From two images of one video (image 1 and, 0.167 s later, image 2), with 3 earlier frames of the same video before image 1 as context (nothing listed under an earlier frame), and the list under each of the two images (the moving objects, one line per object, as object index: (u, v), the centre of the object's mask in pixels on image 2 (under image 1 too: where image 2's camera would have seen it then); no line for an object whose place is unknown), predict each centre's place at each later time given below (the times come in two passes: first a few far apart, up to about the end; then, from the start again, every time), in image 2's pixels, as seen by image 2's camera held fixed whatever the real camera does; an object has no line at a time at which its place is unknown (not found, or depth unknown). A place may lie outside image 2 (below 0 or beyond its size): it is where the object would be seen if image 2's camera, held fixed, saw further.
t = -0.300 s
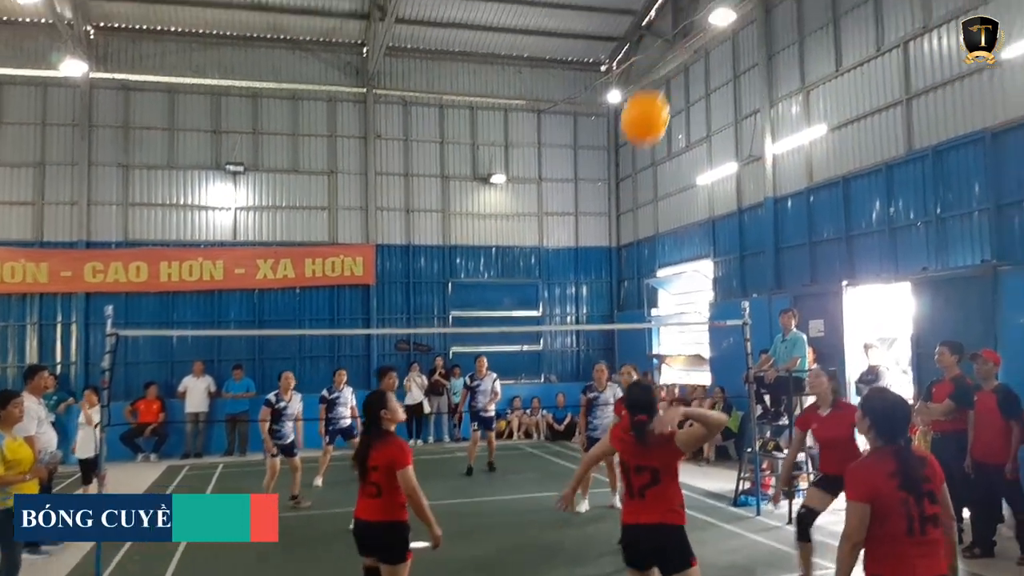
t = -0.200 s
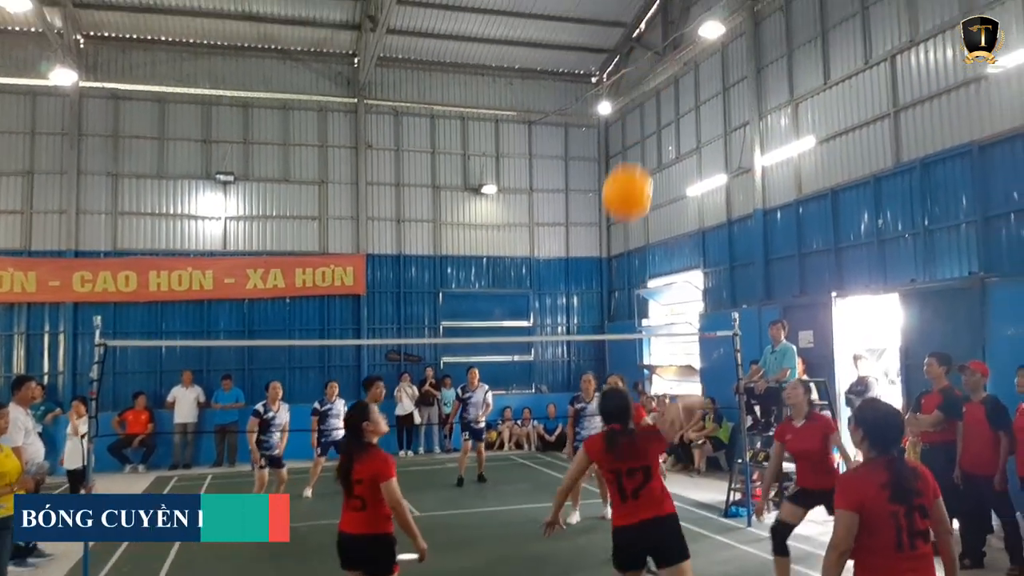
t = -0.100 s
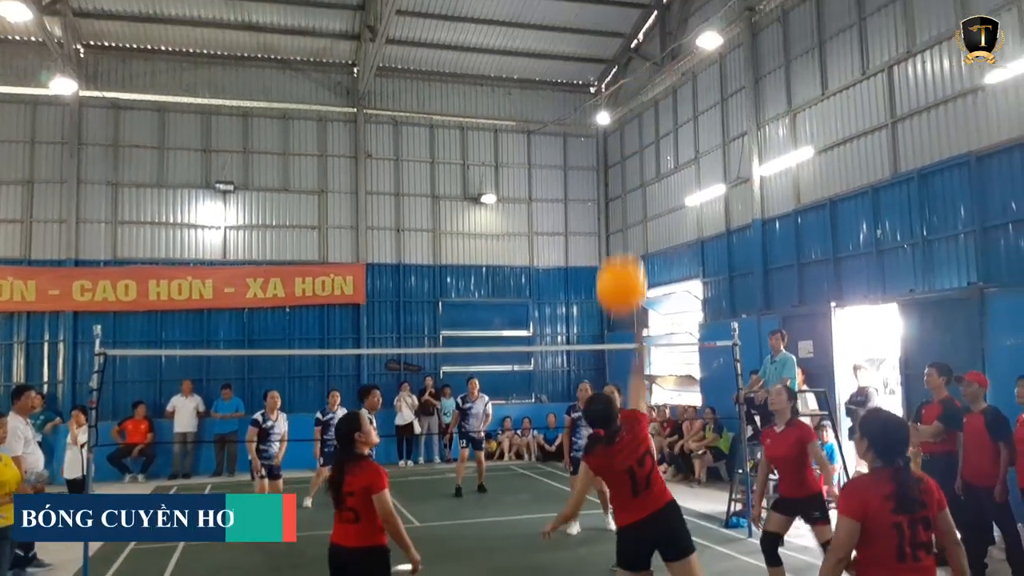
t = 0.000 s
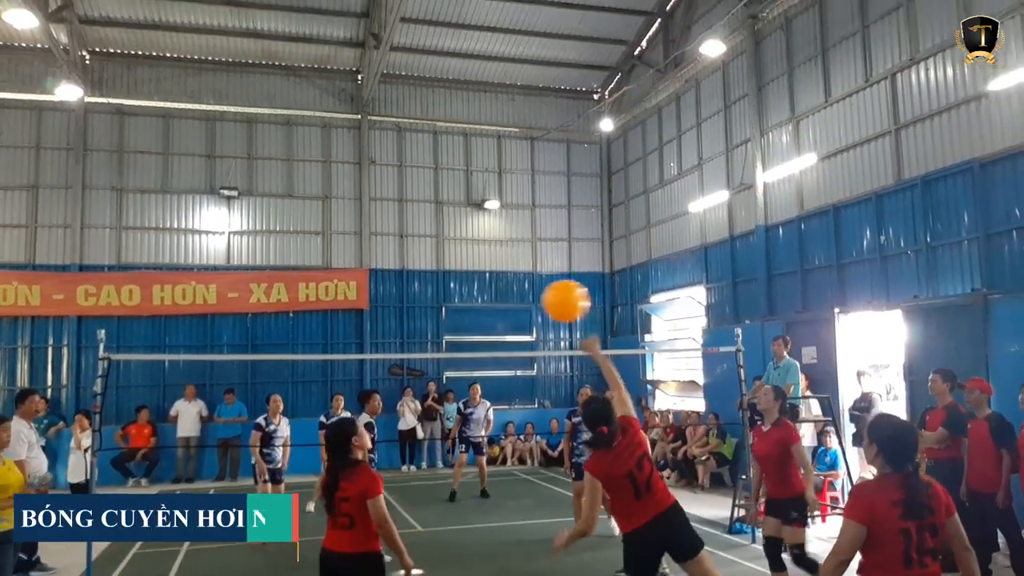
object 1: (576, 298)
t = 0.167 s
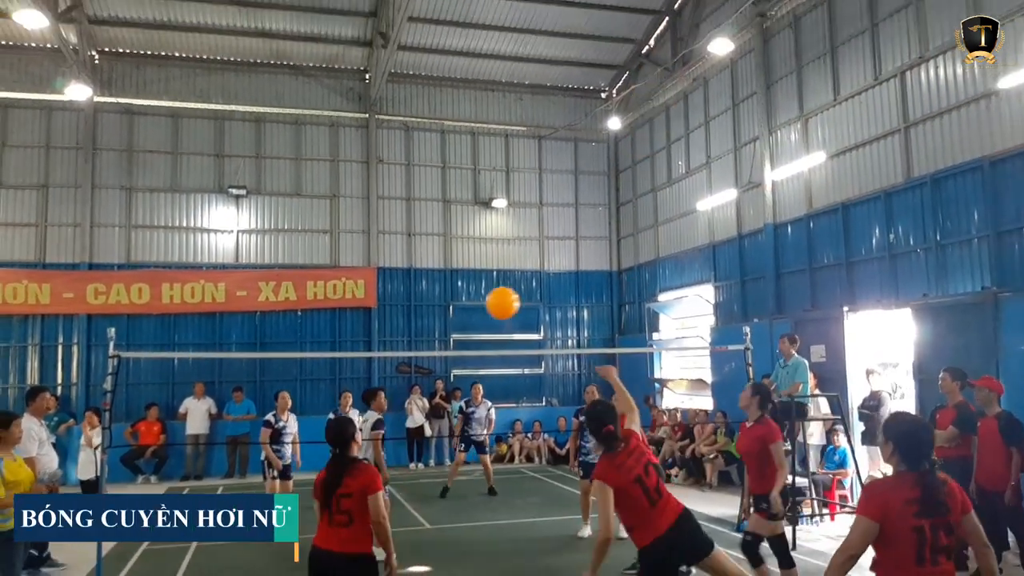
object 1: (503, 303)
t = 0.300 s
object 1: (467, 315)
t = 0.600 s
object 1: (415, 367)
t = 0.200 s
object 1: (493, 305)
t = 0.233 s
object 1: (484, 308)
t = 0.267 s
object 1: (475, 312)
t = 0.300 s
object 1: (467, 315)
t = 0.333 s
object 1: (460, 320)
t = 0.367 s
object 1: (453, 324)
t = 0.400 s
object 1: (447, 329)
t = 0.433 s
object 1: (441, 335)
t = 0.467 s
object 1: (435, 340)
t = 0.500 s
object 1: (430, 344)
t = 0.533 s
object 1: (426, 352)
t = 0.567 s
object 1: (420, 361)
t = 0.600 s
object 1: (415, 367)
